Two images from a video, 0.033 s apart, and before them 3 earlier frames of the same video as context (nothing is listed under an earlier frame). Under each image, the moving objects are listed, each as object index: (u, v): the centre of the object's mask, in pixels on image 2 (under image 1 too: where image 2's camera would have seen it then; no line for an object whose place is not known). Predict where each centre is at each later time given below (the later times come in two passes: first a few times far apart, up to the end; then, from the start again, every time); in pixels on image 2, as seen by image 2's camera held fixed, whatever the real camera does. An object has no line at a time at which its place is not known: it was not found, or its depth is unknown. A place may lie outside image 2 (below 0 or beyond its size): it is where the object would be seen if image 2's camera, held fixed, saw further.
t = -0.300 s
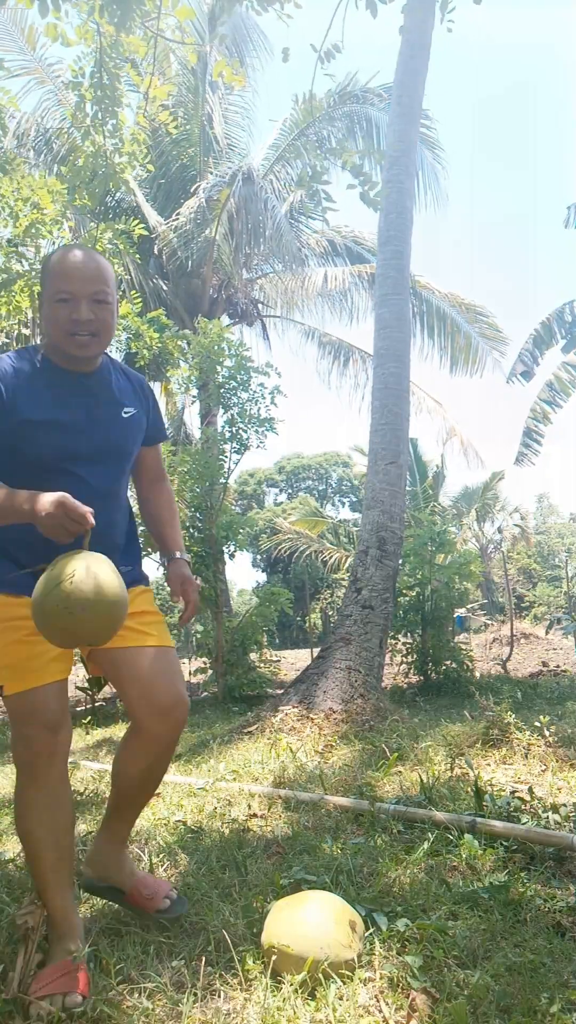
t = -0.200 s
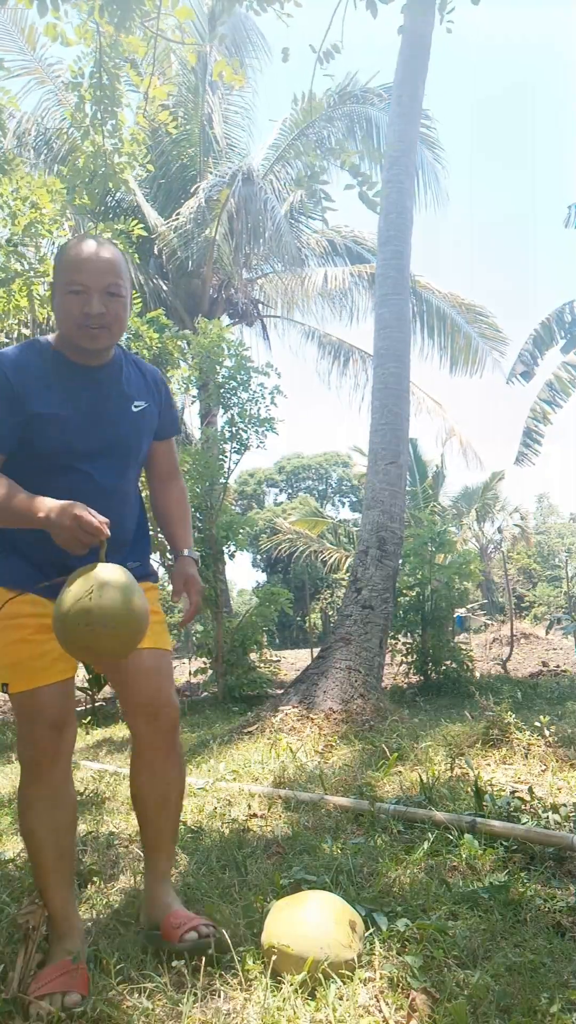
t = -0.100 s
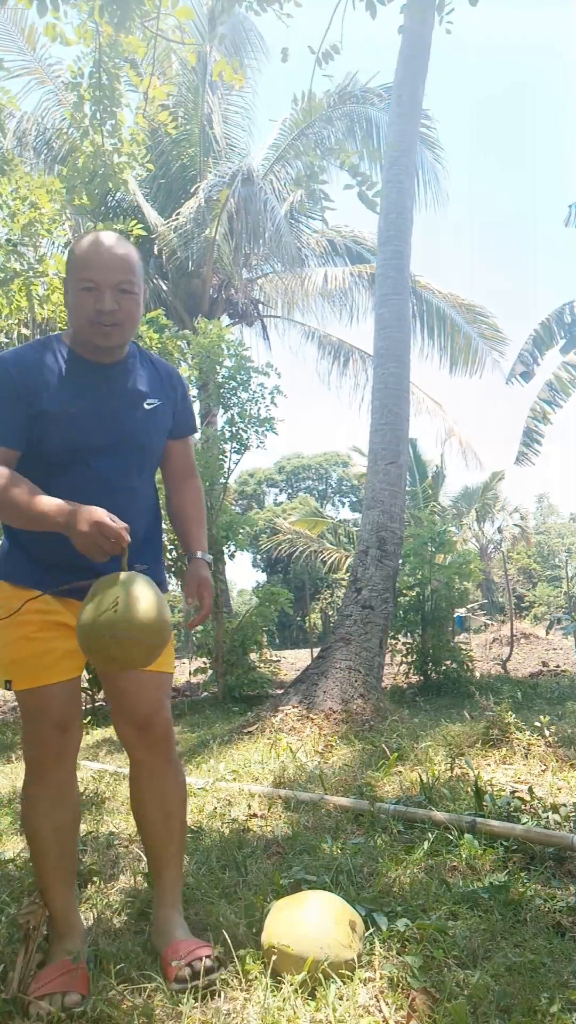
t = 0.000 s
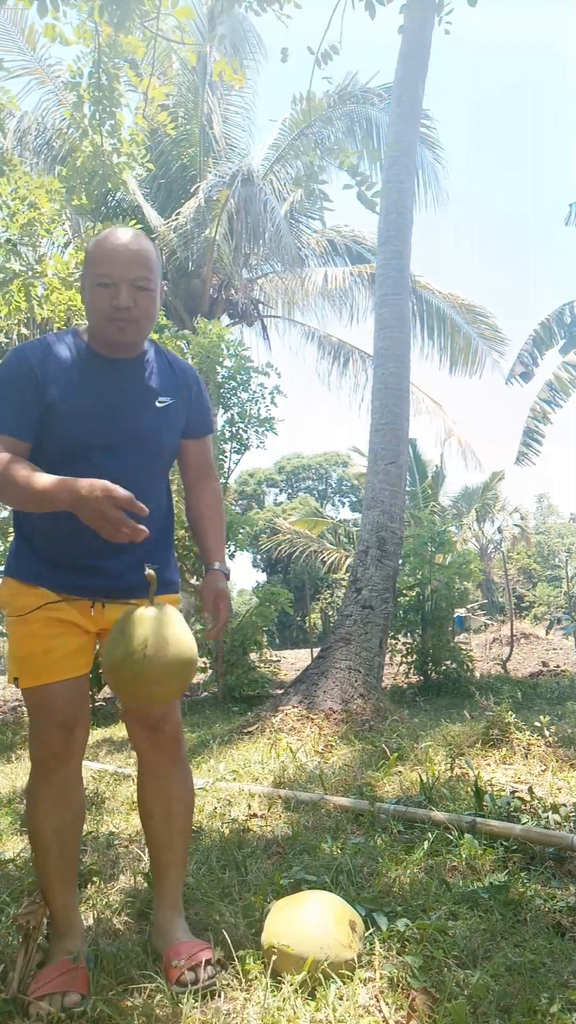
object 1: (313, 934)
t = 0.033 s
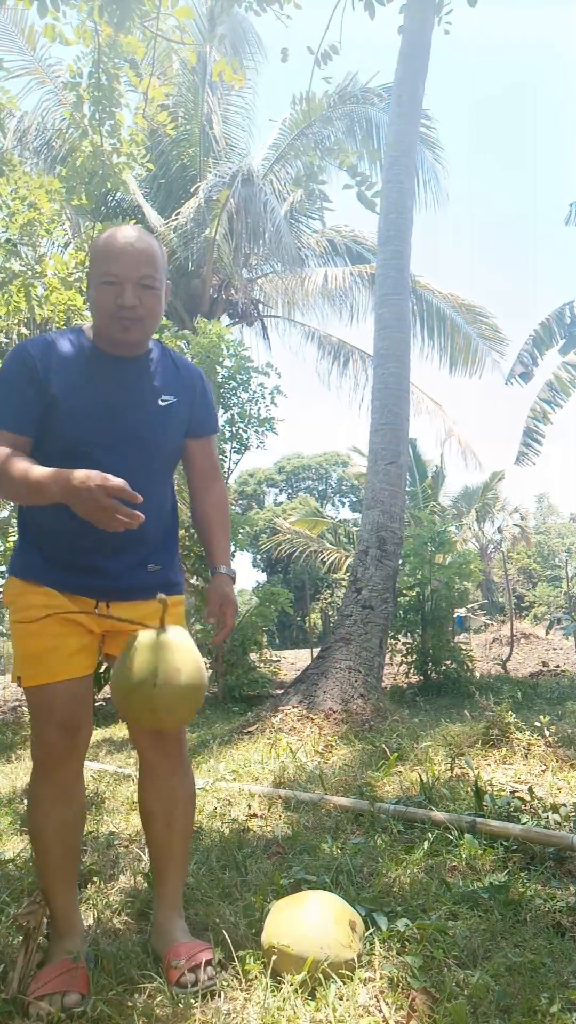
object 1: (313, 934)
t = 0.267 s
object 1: (317, 933)
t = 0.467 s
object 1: (342, 929)
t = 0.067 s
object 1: (313, 934)
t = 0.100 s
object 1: (313, 933)
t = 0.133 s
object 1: (313, 934)
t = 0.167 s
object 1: (313, 934)
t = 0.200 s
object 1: (313, 934)
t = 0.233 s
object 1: (315, 933)
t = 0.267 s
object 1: (317, 933)
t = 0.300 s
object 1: (322, 932)
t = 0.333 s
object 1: (328, 932)
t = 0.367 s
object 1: (333, 932)
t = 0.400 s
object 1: (336, 932)
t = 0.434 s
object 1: (338, 931)
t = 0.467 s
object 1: (342, 929)
